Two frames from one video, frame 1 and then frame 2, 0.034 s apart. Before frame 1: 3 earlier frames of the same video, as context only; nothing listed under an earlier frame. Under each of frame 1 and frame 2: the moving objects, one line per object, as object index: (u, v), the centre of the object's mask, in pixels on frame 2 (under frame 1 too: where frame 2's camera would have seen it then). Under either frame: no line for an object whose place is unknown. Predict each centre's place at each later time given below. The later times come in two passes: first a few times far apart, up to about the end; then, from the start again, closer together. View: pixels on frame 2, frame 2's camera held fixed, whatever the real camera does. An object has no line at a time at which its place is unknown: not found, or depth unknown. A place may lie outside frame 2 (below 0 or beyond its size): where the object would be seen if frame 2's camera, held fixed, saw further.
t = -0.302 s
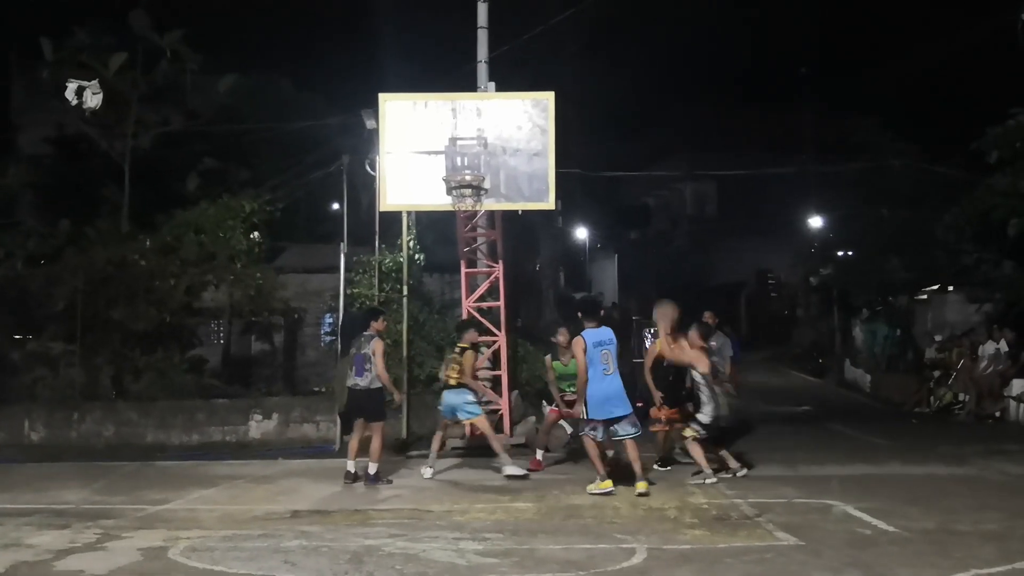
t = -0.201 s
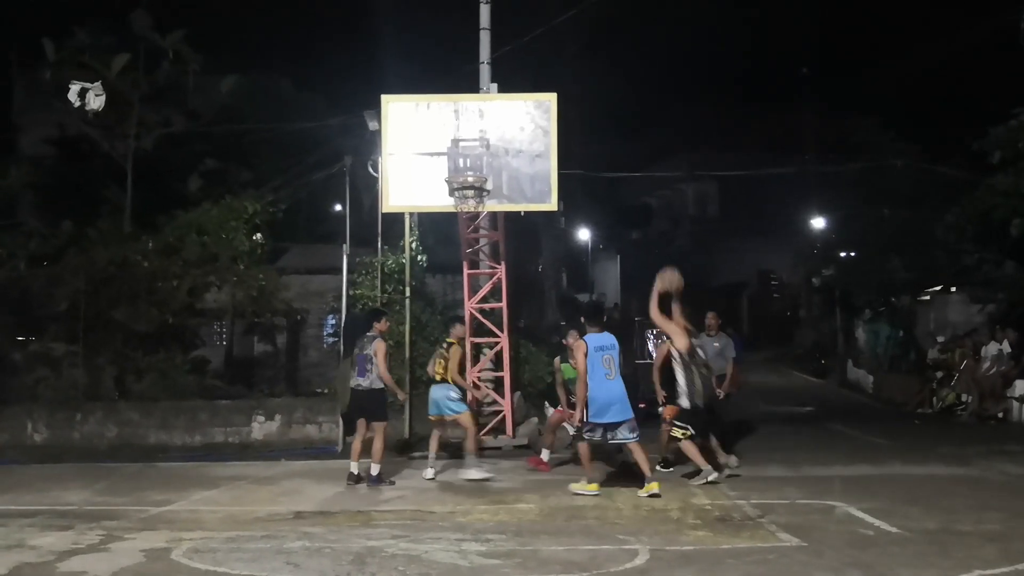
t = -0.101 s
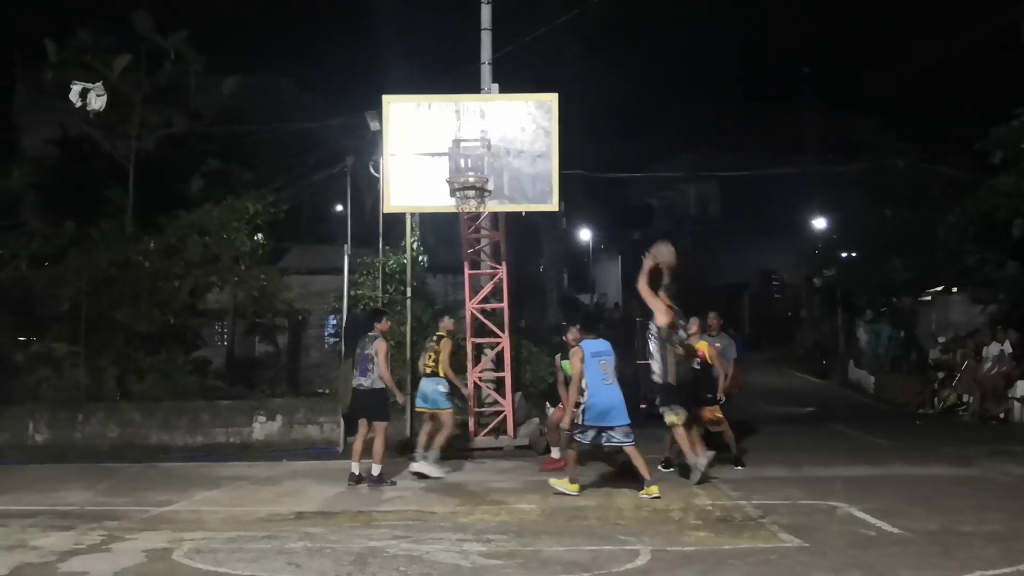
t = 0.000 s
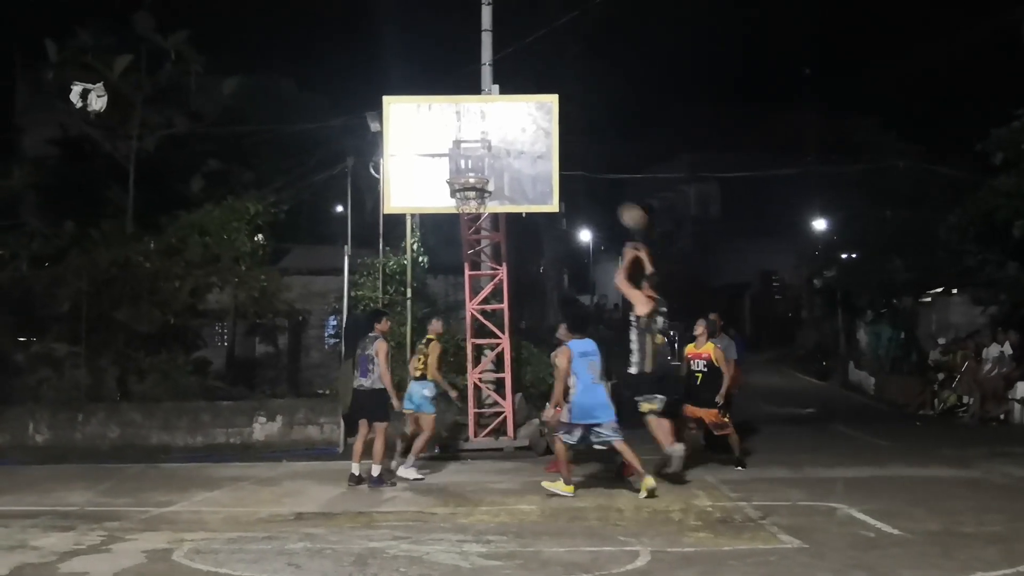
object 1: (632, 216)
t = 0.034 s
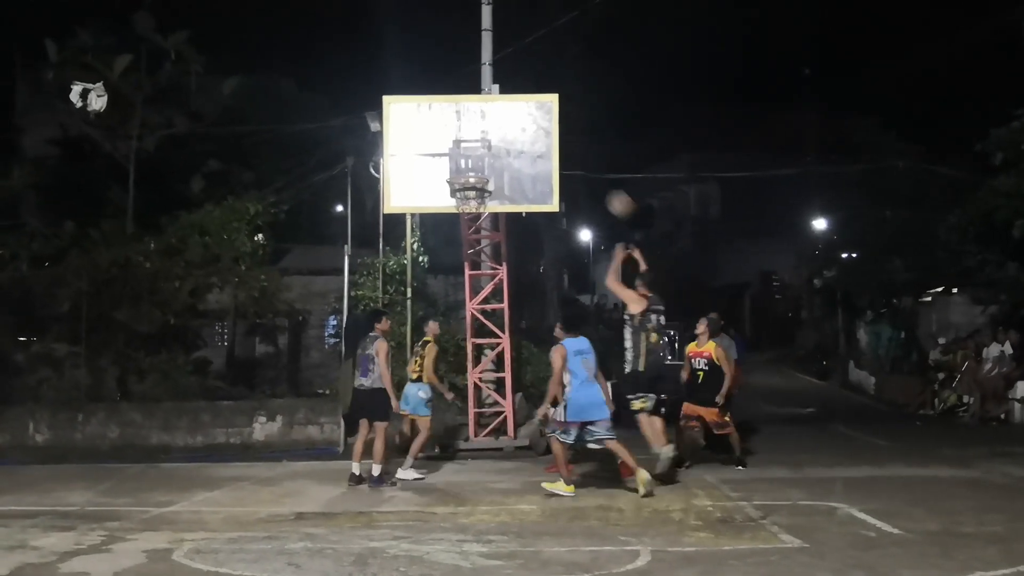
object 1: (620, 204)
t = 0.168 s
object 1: (573, 170)
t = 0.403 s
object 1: (500, 154)
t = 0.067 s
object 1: (608, 193)
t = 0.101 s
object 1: (596, 184)
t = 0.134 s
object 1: (585, 176)
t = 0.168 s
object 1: (573, 170)
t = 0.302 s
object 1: (530, 155)
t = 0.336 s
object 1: (520, 153)
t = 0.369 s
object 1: (510, 153)
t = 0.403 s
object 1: (500, 154)
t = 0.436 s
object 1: (490, 156)
